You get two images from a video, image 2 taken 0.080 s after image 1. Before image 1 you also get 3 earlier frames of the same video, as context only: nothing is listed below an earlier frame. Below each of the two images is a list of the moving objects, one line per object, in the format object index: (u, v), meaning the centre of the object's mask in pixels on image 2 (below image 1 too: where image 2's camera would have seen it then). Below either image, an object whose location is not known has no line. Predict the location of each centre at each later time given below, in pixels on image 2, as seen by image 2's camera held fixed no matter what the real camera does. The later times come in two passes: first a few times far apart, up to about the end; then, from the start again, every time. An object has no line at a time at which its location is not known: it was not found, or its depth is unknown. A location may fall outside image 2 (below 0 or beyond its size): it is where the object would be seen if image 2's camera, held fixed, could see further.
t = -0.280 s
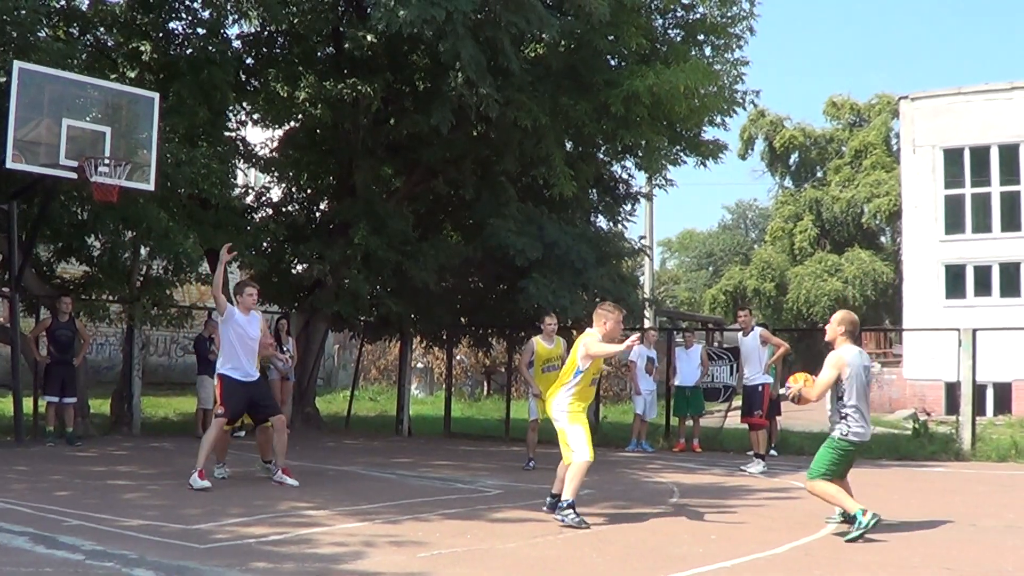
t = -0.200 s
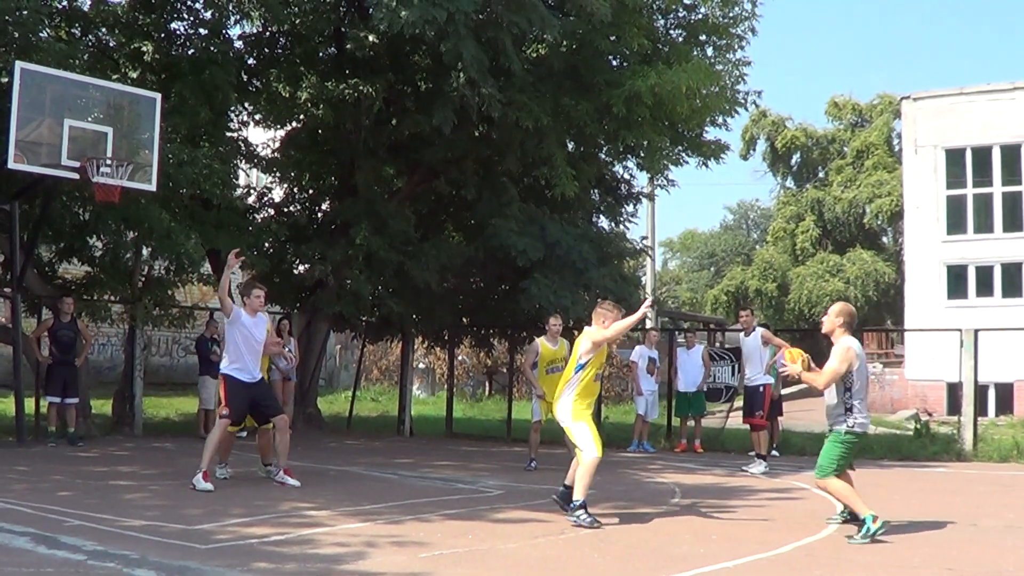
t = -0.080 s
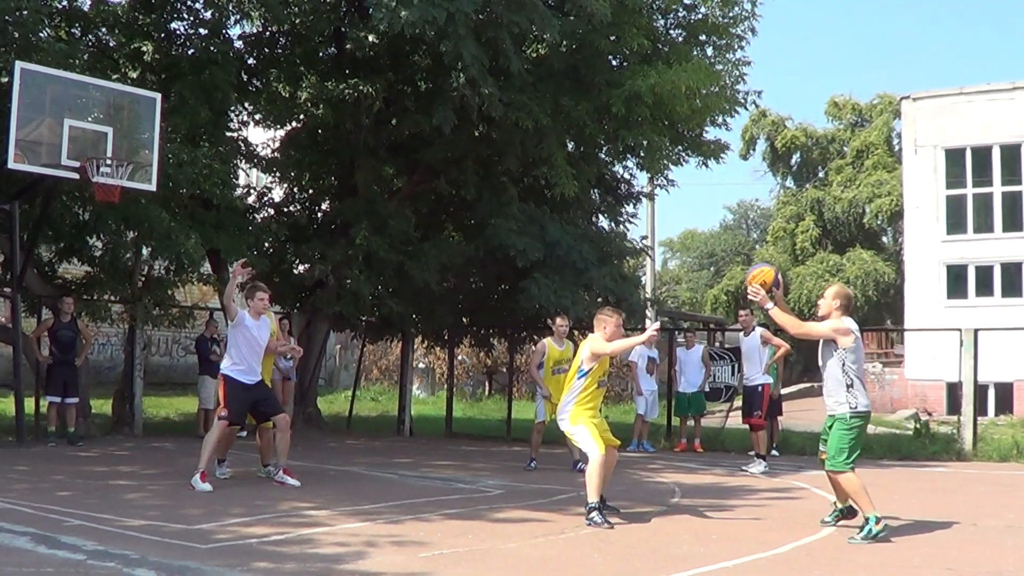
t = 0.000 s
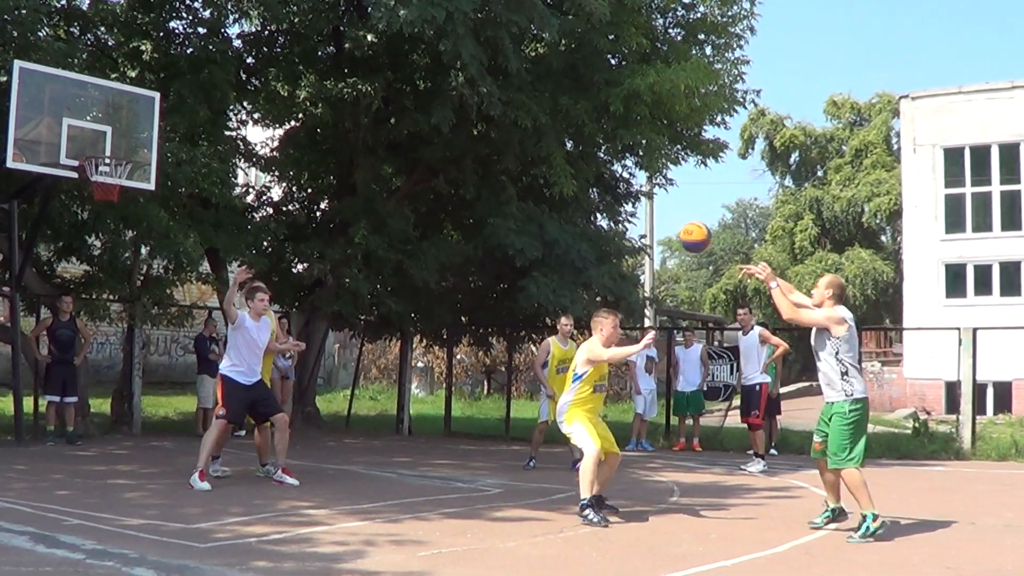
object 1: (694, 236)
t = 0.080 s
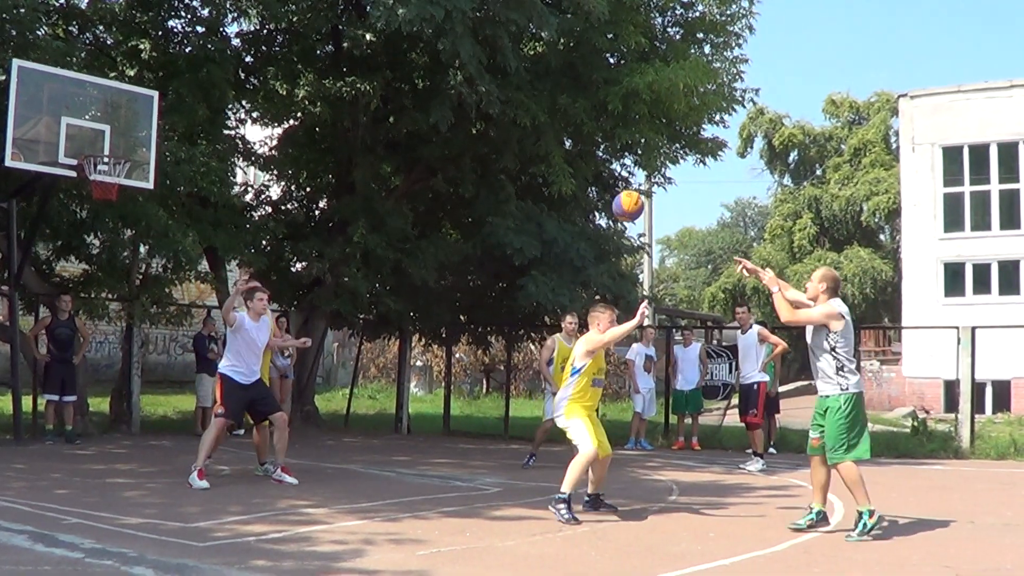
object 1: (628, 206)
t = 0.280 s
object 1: (474, 172)
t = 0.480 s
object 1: (336, 187)
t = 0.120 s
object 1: (596, 195)
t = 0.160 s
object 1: (565, 186)
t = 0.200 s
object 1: (534, 180)
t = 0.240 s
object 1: (504, 175)
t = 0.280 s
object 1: (474, 172)
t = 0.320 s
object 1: (445, 171)
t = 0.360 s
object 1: (417, 173)
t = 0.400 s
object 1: (389, 176)
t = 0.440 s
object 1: (362, 181)
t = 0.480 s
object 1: (336, 187)
